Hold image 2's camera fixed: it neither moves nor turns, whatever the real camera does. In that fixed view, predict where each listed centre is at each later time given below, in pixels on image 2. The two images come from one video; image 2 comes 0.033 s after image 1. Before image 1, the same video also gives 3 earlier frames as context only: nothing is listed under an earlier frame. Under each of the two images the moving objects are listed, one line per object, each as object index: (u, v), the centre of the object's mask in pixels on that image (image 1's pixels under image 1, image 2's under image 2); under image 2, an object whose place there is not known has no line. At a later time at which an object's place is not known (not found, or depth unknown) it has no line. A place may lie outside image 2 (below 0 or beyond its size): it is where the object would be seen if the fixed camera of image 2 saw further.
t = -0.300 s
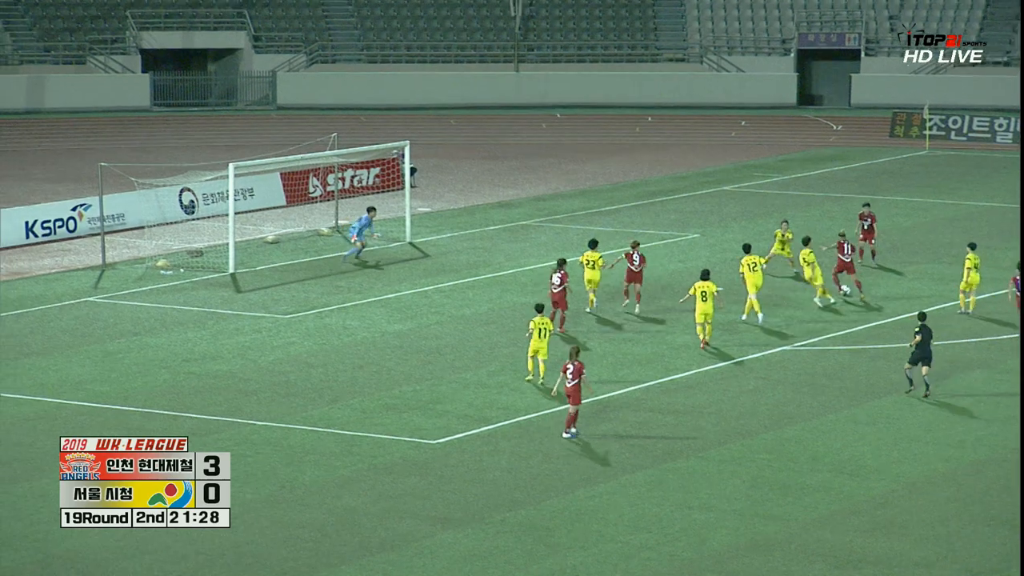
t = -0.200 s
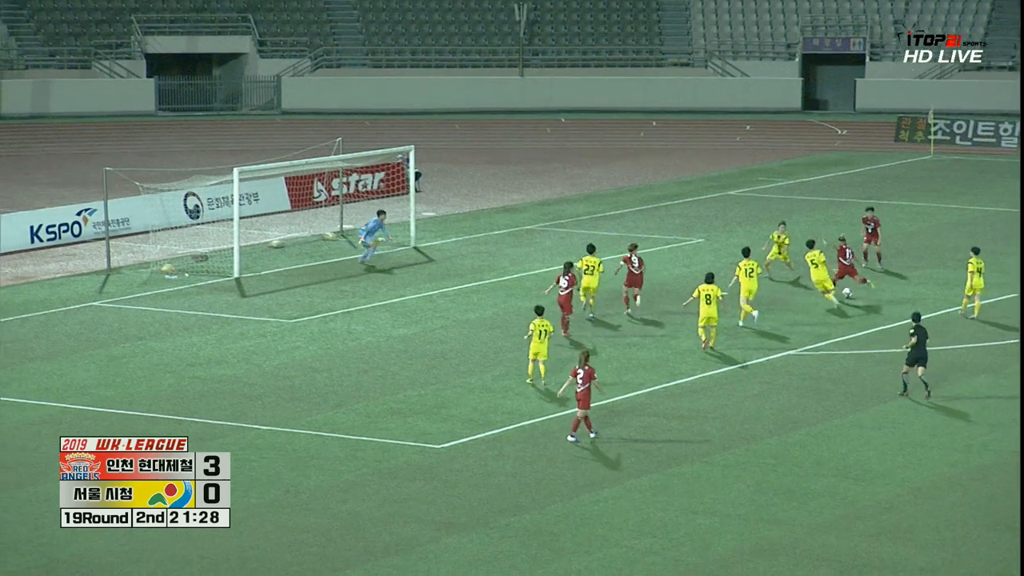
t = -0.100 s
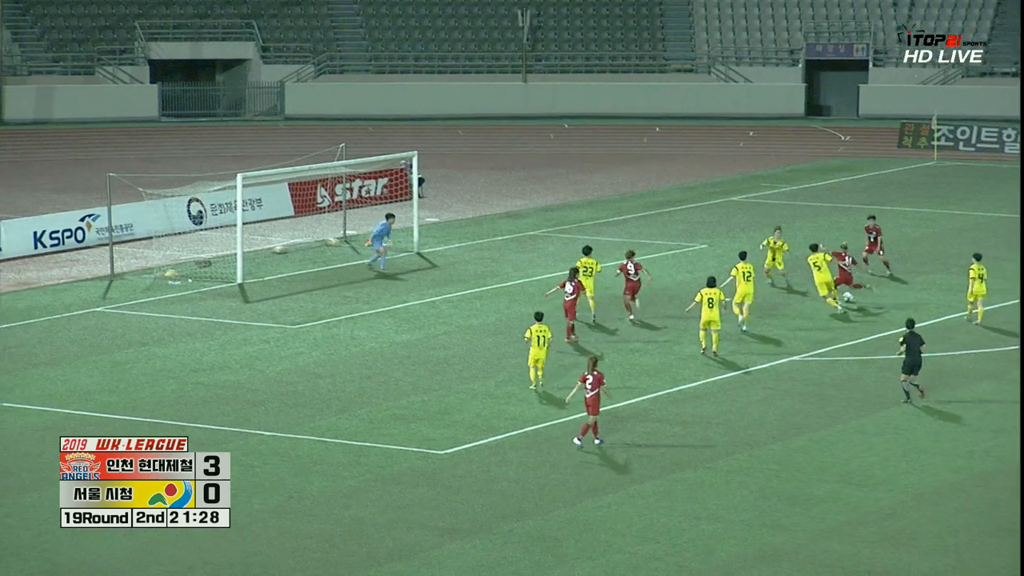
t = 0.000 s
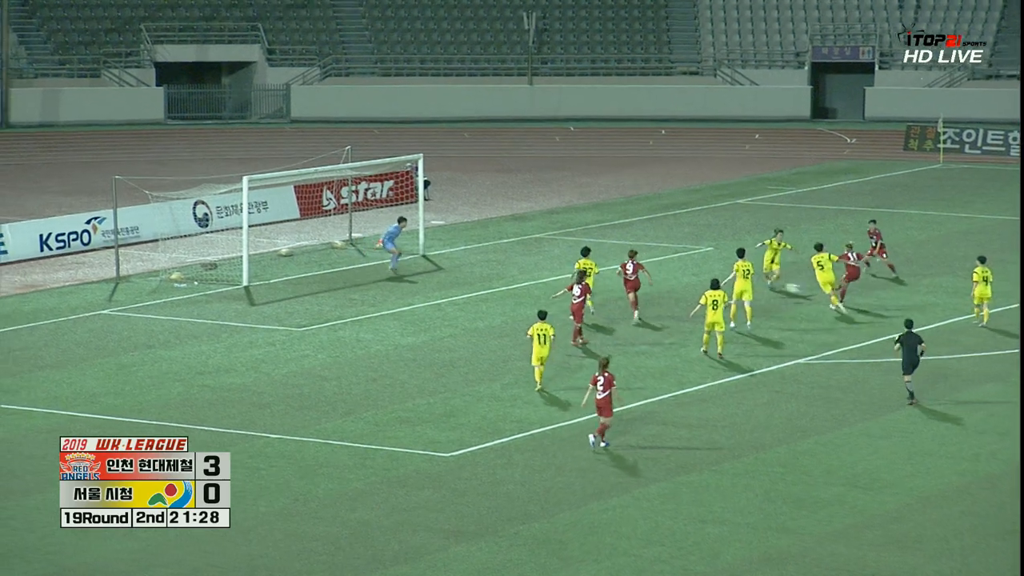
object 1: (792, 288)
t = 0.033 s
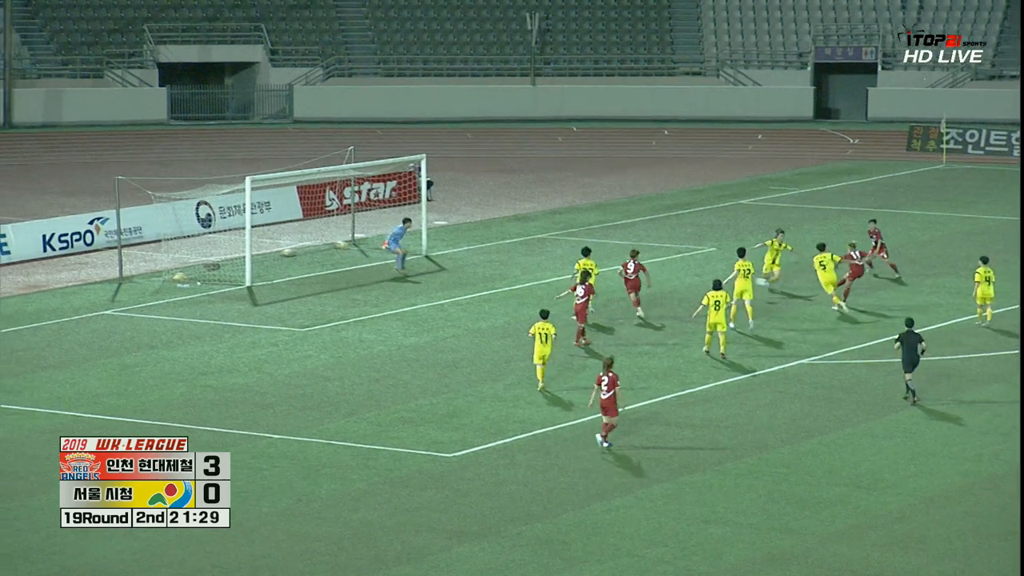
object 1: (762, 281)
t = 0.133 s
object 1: (663, 267)
